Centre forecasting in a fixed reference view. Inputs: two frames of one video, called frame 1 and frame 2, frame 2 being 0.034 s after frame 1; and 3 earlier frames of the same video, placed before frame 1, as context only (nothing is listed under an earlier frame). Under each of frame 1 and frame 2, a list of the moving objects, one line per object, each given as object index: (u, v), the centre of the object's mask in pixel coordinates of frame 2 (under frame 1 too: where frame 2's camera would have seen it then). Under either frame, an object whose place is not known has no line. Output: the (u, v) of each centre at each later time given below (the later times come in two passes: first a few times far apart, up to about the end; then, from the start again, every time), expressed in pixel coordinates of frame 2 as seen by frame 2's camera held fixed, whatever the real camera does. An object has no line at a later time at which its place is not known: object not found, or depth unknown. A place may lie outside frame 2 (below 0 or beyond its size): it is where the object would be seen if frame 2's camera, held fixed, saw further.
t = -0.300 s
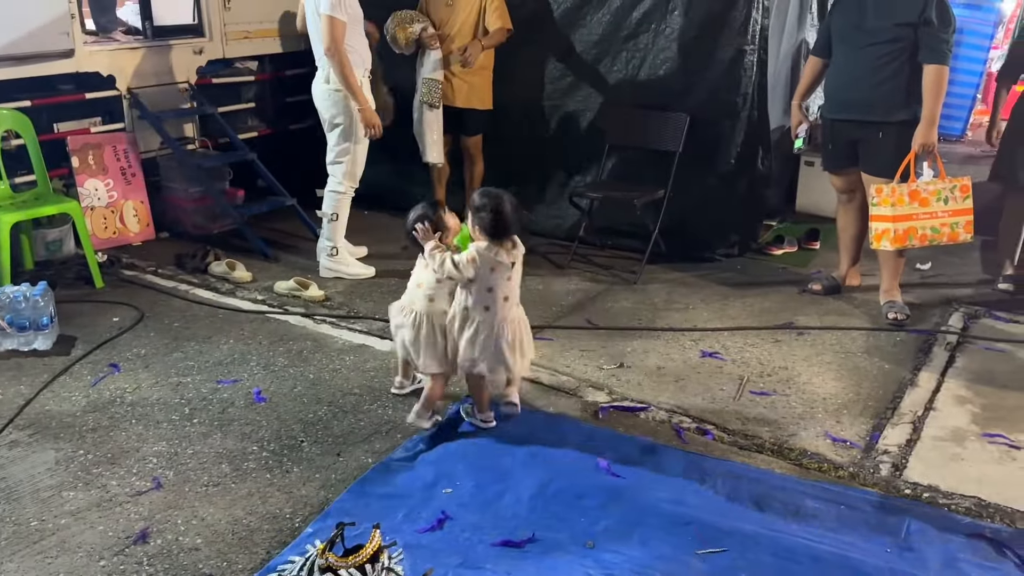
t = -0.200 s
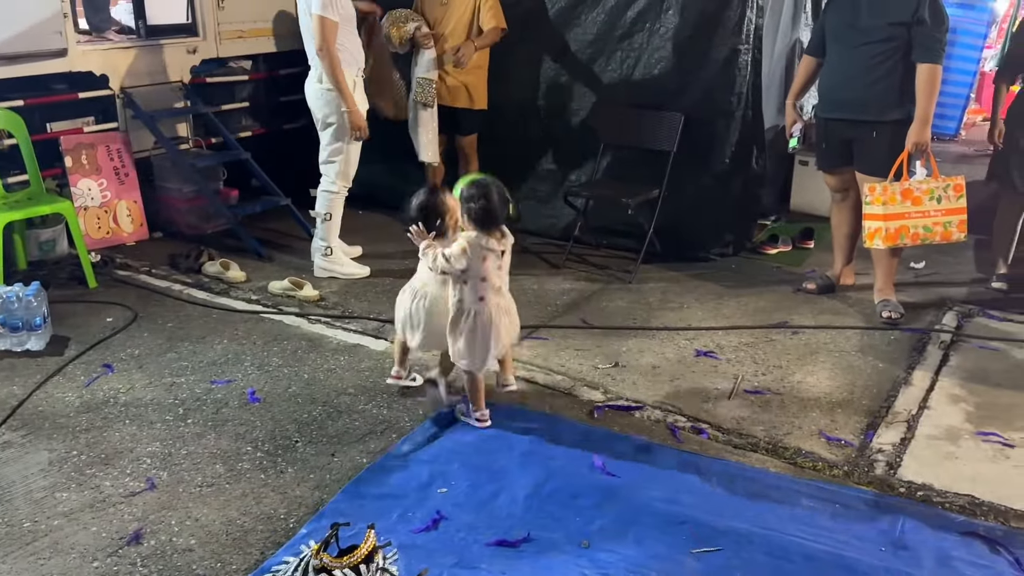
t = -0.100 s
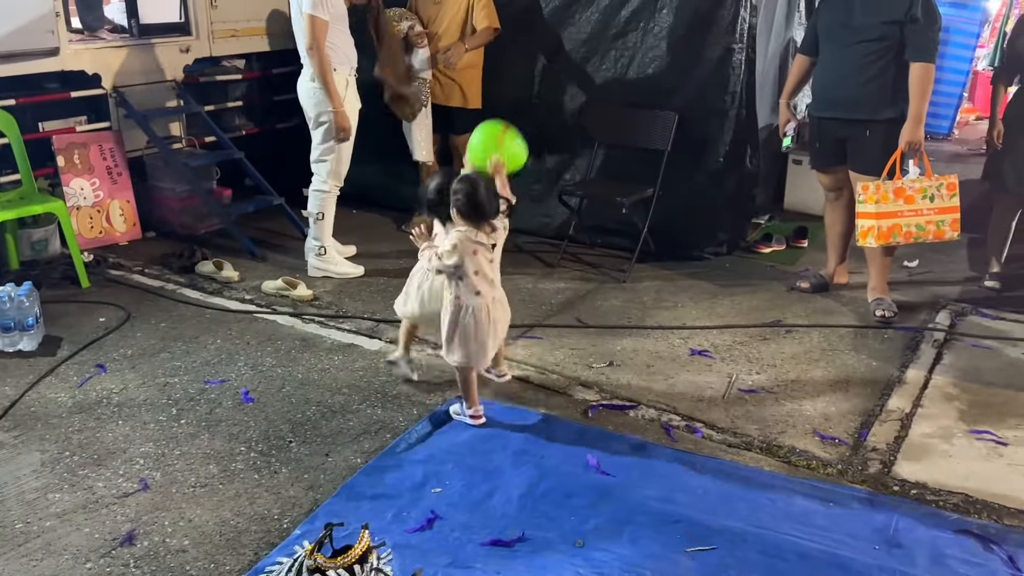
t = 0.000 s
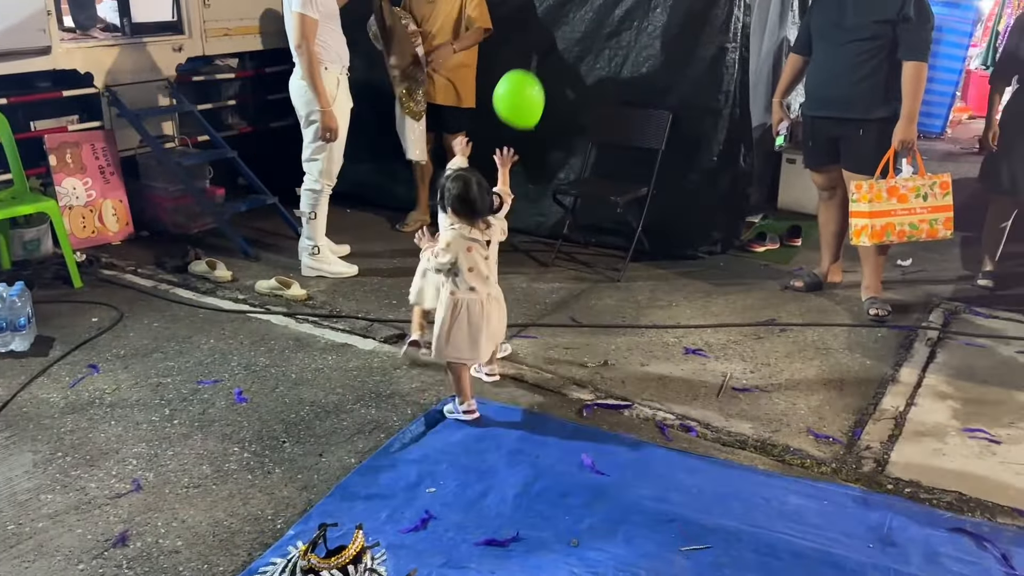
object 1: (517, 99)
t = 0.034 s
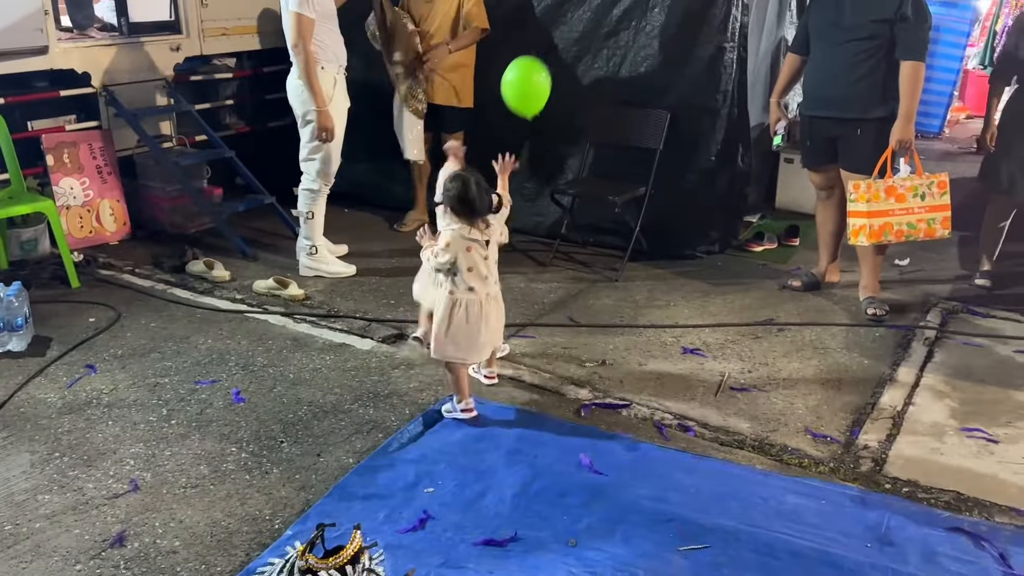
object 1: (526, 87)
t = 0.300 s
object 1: (589, 29)
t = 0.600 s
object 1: (631, 51)
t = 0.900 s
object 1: (653, 133)
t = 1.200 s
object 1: (657, 236)
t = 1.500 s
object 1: (646, 279)
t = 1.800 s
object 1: (652, 261)
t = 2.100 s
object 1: (659, 299)
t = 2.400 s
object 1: (675, 281)
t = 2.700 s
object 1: (689, 308)
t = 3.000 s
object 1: (725, 318)
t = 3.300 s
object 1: (751, 326)
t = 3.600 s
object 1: (769, 336)
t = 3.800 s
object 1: (777, 344)
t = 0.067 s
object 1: (535, 74)
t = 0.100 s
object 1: (544, 65)
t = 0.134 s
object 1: (552, 56)
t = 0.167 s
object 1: (560, 49)
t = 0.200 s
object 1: (568, 42)
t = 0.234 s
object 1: (575, 36)
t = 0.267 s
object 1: (582, 32)
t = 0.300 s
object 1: (589, 29)
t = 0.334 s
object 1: (596, 28)
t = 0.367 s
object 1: (602, 27)
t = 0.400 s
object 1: (607, 27)
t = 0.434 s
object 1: (612, 29)
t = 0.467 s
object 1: (616, 31)
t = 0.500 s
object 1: (620, 35)
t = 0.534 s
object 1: (624, 40)
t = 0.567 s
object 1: (628, 45)
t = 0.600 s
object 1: (631, 51)
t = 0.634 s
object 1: (634, 58)
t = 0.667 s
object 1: (637, 65)
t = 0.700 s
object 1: (640, 73)
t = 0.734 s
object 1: (643, 82)
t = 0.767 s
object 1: (645, 91)
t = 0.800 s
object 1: (648, 101)
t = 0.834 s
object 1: (650, 111)
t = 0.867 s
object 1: (652, 122)
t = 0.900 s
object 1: (653, 133)
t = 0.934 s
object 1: (655, 144)
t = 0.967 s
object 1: (656, 156)
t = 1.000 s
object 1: (657, 167)
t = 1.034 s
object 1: (658, 179)
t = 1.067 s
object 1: (658, 191)
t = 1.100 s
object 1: (659, 202)
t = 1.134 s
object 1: (659, 214)
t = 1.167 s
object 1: (658, 225)
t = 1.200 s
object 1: (657, 236)
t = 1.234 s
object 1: (656, 247)
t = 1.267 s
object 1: (654, 257)
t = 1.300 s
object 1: (653, 267)
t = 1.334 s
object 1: (651, 277)
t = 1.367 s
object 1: (648, 287)
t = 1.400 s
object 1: (647, 295)
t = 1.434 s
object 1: (645, 292)
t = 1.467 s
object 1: (645, 286)
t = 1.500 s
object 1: (646, 279)
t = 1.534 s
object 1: (646, 275)
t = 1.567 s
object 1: (647, 270)
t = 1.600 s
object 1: (648, 266)
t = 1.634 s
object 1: (649, 264)
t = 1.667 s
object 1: (650, 261)
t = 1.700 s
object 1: (650, 260)
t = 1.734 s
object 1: (651, 259)
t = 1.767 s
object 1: (651, 260)
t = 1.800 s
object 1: (652, 261)
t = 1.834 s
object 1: (653, 263)
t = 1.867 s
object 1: (653, 264)
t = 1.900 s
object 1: (655, 267)
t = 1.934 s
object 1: (655, 271)
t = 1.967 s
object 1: (656, 275)
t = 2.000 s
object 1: (657, 280)
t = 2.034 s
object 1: (659, 286)
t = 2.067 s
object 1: (659, 292)
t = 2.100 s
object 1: (659, 299)
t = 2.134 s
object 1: (659, 305)
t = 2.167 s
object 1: (660, 303)
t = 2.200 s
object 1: (663, 297)
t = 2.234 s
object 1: (666, 292)
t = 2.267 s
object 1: (667, 288)
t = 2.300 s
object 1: (669, 285)
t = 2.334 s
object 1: (671, 283)
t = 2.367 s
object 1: (673, 282)
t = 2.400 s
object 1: (675, 281)
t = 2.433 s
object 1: (677, 281)
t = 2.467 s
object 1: (679, 282)
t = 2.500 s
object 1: (681, 283)
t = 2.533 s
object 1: (683, 285)
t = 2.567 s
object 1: (685, 288)
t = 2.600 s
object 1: (686, 292)
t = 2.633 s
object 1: (687, 297)
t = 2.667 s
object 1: (688, 302)
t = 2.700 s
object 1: (689, 308)
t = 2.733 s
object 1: (691, 312)
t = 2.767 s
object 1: (696, 312)
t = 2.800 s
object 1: (701, 312)
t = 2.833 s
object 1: (706, 314)
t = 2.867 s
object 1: (711, 315)
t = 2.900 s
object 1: (715, 318)
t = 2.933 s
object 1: (719, 320)
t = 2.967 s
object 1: (722, 318)
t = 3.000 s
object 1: (725, 318)
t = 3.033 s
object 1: (728, 317)
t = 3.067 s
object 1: (731, 317)
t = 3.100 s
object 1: (734, 318)
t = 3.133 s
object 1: (737, 320)
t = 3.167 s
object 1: (741, 322)
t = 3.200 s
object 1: (744, 325)
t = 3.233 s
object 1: (747, 325)
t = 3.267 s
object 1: (749, 326)
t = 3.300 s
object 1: (751, 326)
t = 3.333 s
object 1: (754, 326)
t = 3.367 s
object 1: (755, 327)
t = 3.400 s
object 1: (758, 330)
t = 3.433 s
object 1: (758, 331)
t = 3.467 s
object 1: (761, 334)
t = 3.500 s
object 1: (763, 335)
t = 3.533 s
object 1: (766, 335)
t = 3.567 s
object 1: (767, 335)
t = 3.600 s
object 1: (769, 336)
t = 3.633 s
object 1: (771, 338)
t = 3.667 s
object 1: (772, 339)
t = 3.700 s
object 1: (773, 342)
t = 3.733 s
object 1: (774, 346)
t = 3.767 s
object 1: (776, 345)
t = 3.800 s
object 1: (777, 344)
